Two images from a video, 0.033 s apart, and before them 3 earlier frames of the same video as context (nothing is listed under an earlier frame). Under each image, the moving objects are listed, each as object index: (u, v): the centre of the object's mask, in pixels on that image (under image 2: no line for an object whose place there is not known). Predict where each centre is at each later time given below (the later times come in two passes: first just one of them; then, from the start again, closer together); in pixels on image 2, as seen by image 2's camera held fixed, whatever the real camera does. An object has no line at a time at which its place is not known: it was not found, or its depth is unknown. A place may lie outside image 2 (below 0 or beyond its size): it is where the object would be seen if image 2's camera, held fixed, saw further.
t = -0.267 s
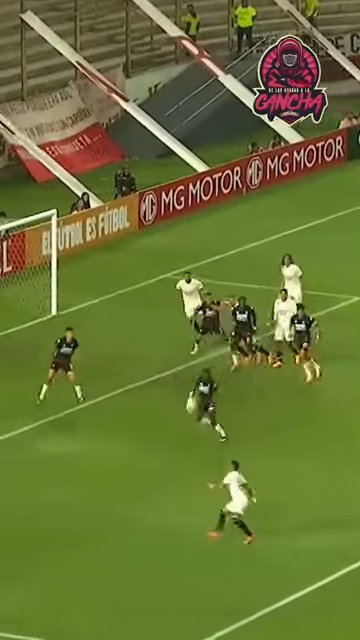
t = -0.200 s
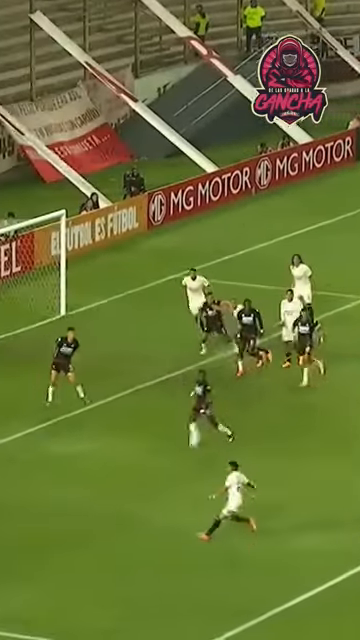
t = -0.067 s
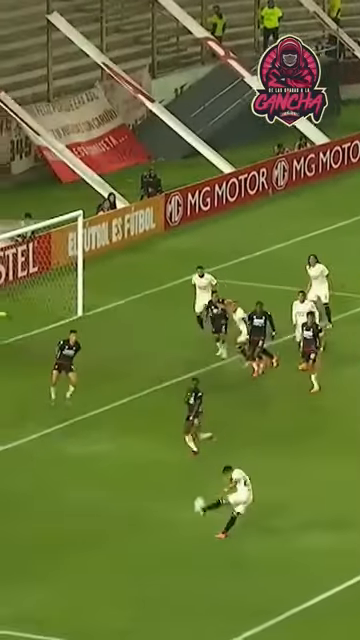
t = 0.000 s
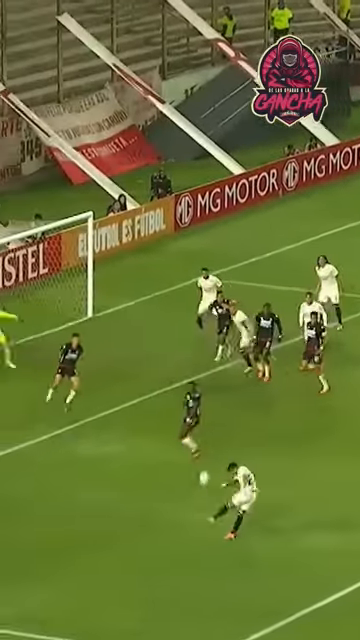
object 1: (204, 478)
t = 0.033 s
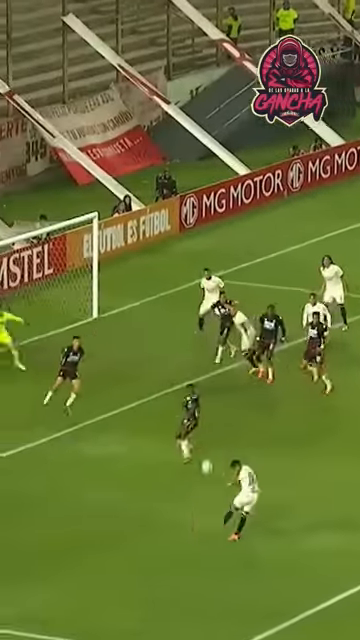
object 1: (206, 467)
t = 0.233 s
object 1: (197, 416)
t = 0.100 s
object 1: (202, 445)
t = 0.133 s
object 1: (200, 438)
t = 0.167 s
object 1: (198, 430)
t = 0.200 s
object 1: (198, 423)
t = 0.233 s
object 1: (197, 416)
